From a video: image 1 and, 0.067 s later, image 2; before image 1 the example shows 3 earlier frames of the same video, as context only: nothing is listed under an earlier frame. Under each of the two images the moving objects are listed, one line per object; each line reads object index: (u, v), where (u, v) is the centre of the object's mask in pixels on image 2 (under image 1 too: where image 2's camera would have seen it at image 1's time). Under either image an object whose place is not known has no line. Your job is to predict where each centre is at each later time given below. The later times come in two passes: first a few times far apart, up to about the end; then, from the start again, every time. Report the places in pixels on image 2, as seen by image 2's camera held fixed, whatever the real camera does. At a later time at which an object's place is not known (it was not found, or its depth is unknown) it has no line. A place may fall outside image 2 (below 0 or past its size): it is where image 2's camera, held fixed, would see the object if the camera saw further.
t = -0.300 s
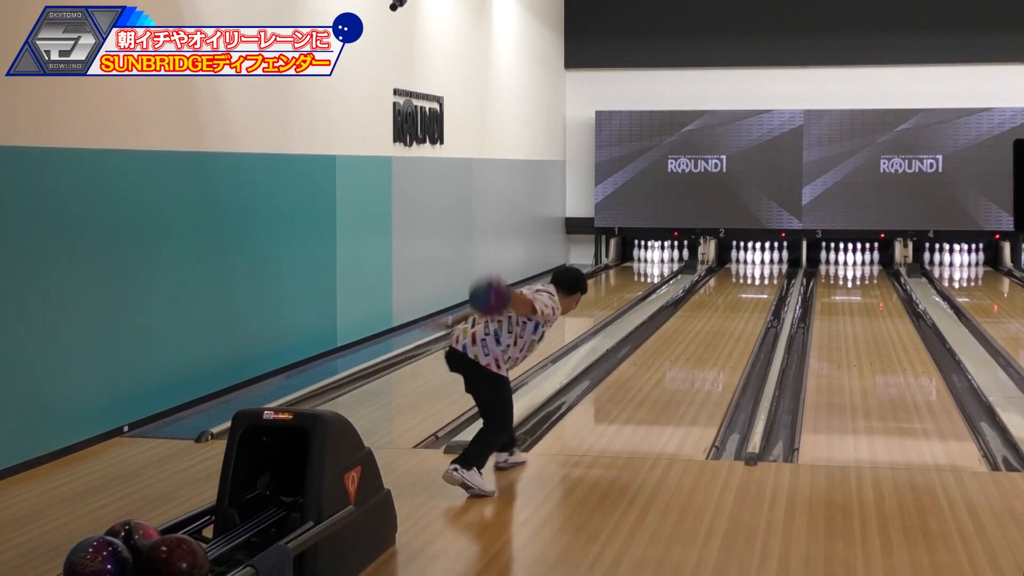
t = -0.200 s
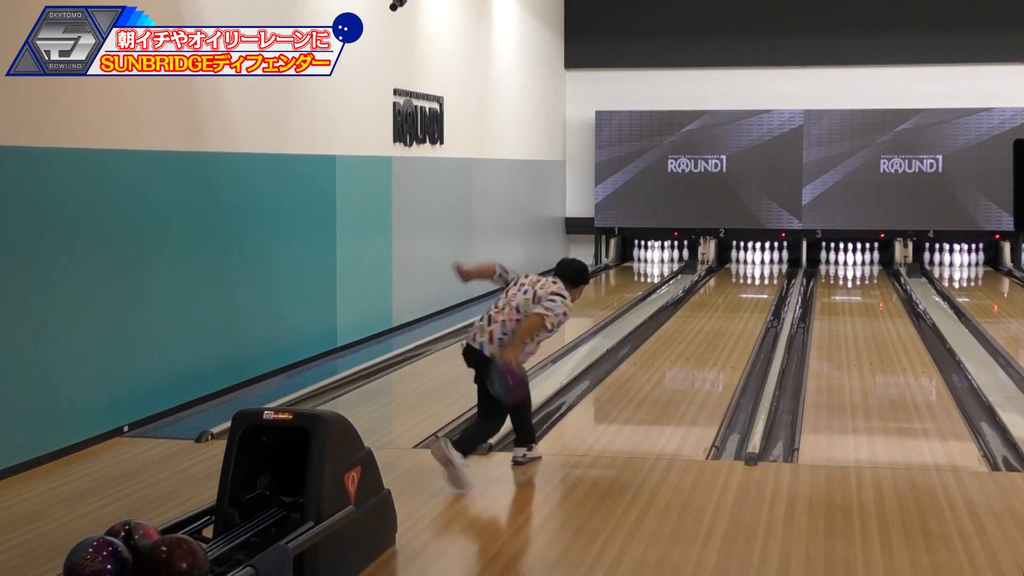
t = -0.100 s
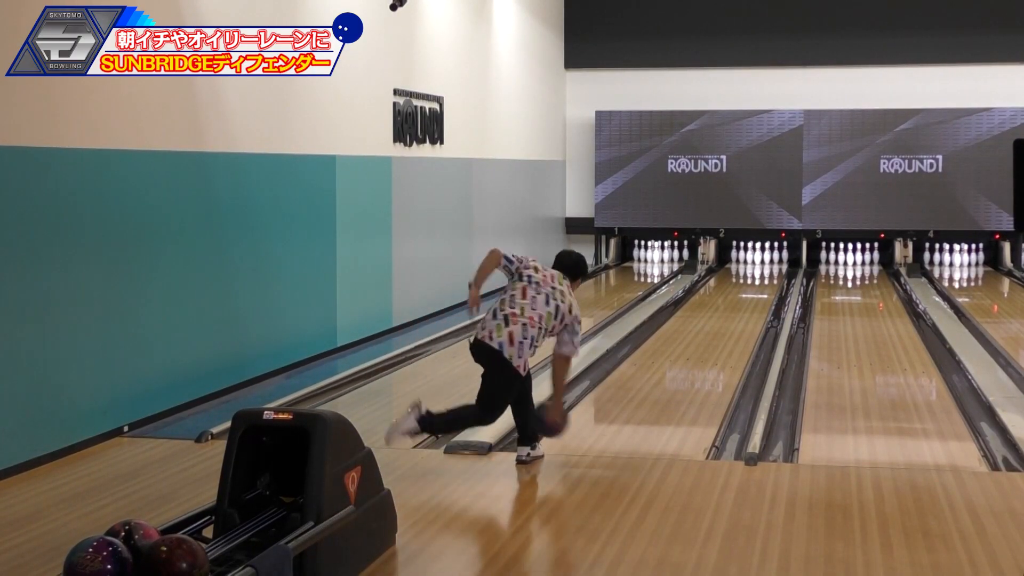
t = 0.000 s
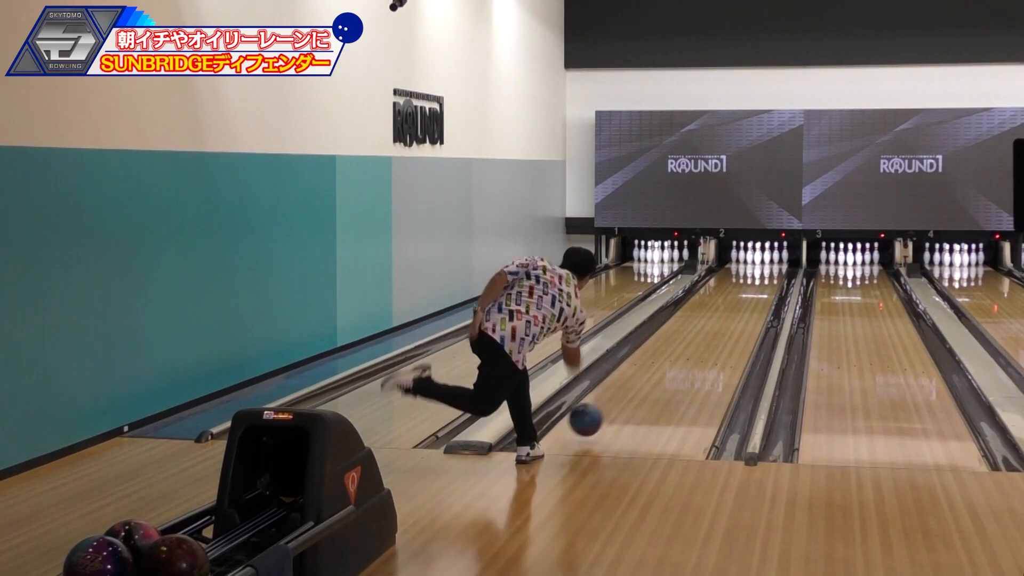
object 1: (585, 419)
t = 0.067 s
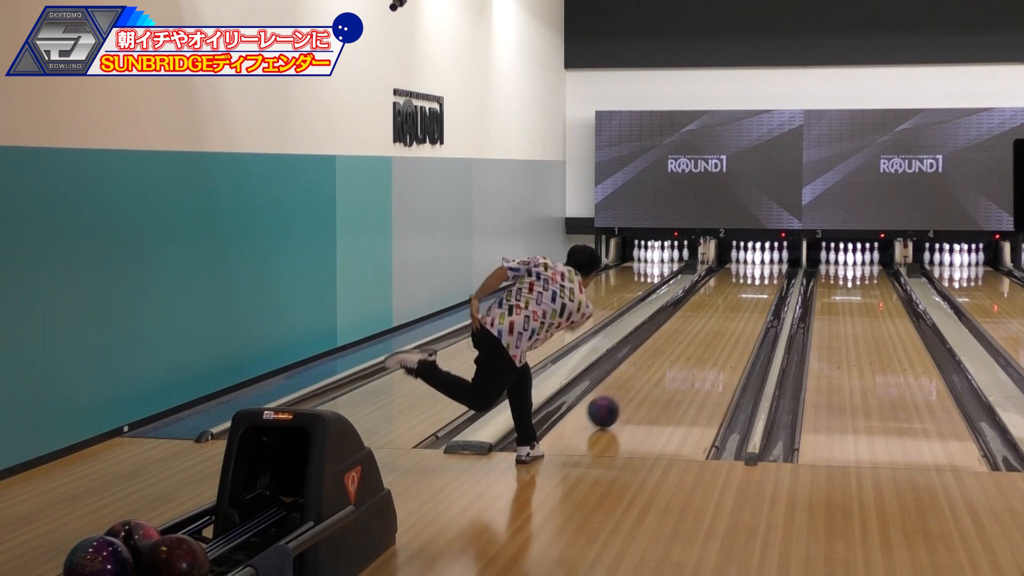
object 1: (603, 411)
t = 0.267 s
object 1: (647, 379)
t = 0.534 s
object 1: (688, 348)
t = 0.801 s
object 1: (718, 325)
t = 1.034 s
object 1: (738, 309)
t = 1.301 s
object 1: (755, 294)
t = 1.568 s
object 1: (767, 282)
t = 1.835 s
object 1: (772, 273)
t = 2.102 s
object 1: (768, 265)
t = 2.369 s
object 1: (762, 258)
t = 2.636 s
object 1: (765, 256)
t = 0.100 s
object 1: (611, 406)
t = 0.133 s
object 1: (619, 400)
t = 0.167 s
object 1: (626, 395)
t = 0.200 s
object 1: (633, 389)
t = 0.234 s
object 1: (640, 384)
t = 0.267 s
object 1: (647, 379)
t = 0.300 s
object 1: (653, 374)
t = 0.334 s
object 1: (658, 371)
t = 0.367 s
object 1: (664, 366)
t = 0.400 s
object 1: (669, 362)
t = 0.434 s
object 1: (674, 358)
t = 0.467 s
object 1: (679, 355)
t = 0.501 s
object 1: (684, 351)
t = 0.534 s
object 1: (688, 348)
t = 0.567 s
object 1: (693, 344)
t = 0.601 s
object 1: (697, 341)
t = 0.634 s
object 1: (701, 339)
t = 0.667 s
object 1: (705, 335)
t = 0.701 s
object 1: (708, 333)
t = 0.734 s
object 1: (712, 330)
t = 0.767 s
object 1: (715, 327)
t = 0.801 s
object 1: (718, 325)
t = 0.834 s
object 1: (722, 322)
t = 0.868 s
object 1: (725, 320)
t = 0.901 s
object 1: (728, 318)
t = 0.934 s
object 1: (730, 316)
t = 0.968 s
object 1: (733, 313)
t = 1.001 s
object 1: (735, 311)
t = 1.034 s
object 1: (738, 309)
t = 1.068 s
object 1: (740, 307)
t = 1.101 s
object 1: (743, 305)
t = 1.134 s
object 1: (745, 303)
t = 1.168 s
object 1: (747, 301)
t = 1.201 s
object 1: (749, 299)
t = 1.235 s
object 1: (752, 297)
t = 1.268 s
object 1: (753, 296)
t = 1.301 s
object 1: (755, 294)
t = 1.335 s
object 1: (757, 293)
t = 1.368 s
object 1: (759, 291)
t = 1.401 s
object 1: (760, 289)
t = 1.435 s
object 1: (762, 288)
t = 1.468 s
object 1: (763, 286)
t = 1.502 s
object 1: (764, 285)
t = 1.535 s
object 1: (766, 283)
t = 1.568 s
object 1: (767, 282)
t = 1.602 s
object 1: (768, 280)
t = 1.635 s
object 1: (769, 279)
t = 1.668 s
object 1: (770, 278)
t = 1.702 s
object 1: (770, 277)
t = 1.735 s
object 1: (771, 276)
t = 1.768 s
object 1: (771, 275)
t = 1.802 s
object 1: (772, 274)
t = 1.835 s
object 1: (772, 273)
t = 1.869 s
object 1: (772, 272)
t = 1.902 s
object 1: (772, 271)
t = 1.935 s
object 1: (772, 270)
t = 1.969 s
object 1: (771, 269)
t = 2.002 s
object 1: (771, 268)
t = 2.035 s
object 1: (770, 267)
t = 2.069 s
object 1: (769, 266)
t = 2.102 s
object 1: (768, 265)
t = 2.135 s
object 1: (768, 264)
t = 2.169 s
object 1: (767, 263)
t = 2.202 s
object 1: (767, 262)
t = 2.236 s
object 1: (765, 261)
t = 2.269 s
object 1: (764, 261)
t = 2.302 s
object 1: (763, 260)
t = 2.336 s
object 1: (763, 259)
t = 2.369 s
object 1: (762, 258)
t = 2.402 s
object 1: (763, 258)
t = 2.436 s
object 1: (763, 258)
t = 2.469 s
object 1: (763, 257)
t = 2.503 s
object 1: (763, 257)
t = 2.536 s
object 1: (763, 257)
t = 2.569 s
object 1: (763, 257)
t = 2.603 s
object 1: (765, 256)
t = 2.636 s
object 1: (765, 256)
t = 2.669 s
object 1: (764, 256)
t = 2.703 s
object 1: (765, 256)
